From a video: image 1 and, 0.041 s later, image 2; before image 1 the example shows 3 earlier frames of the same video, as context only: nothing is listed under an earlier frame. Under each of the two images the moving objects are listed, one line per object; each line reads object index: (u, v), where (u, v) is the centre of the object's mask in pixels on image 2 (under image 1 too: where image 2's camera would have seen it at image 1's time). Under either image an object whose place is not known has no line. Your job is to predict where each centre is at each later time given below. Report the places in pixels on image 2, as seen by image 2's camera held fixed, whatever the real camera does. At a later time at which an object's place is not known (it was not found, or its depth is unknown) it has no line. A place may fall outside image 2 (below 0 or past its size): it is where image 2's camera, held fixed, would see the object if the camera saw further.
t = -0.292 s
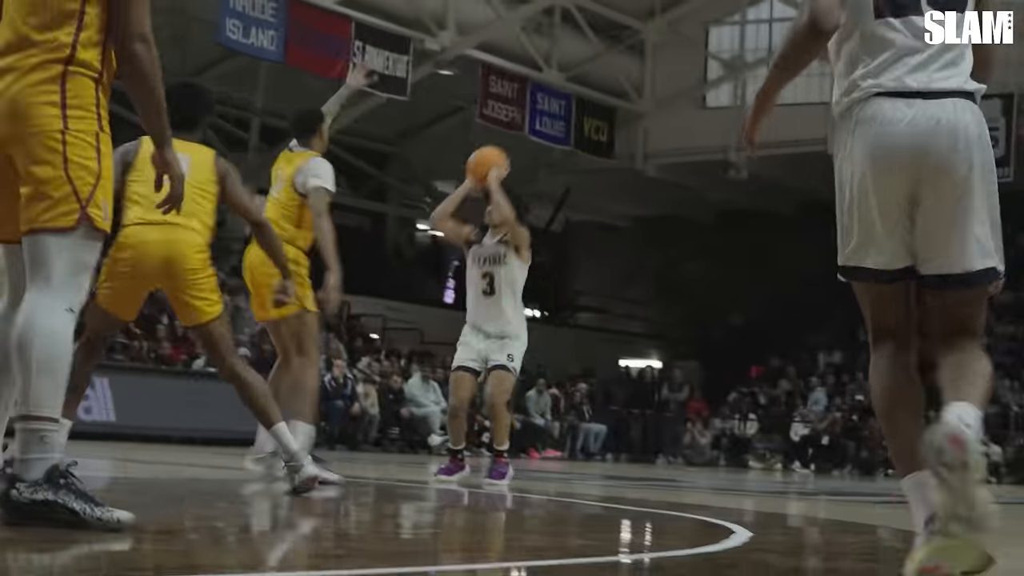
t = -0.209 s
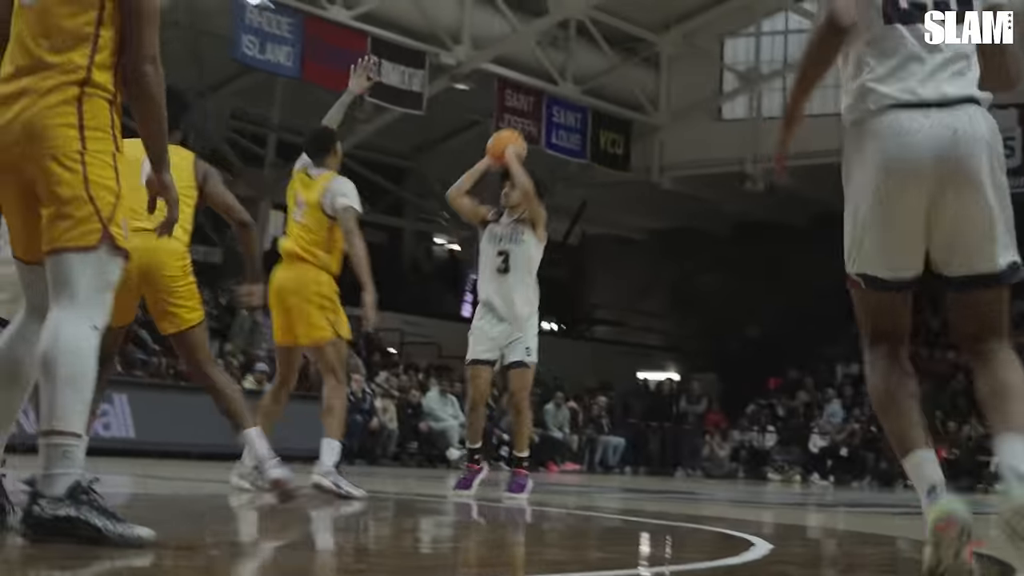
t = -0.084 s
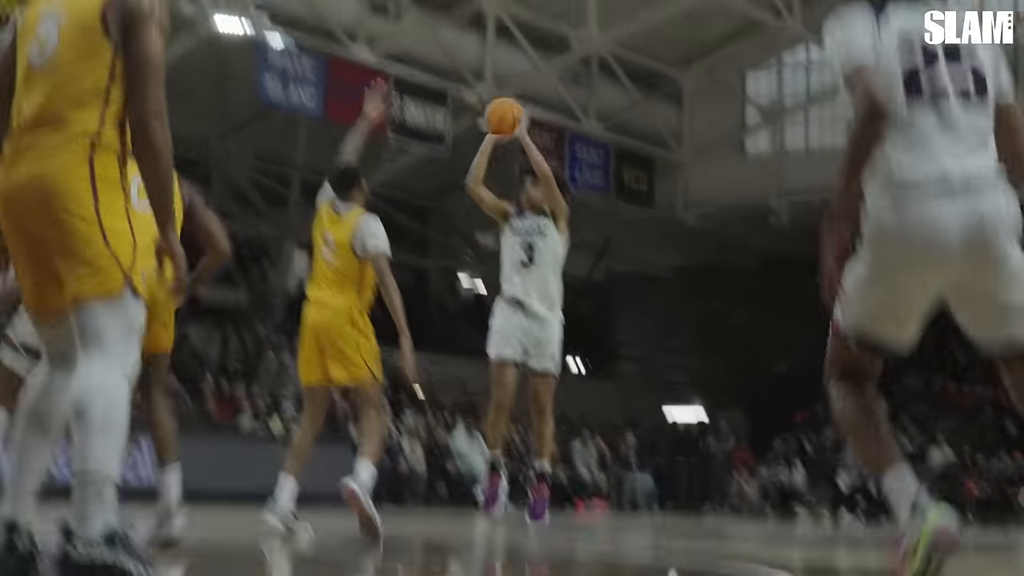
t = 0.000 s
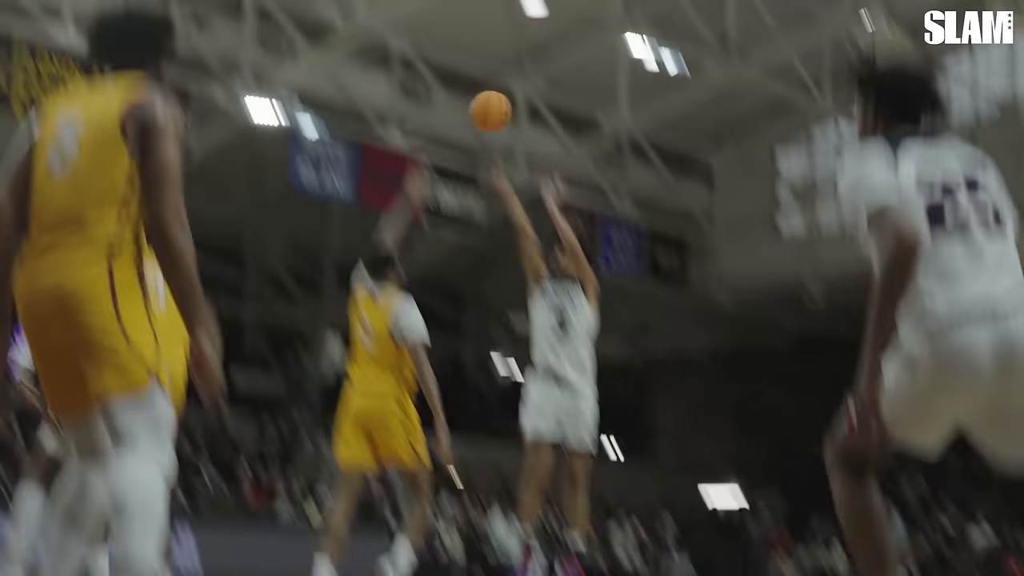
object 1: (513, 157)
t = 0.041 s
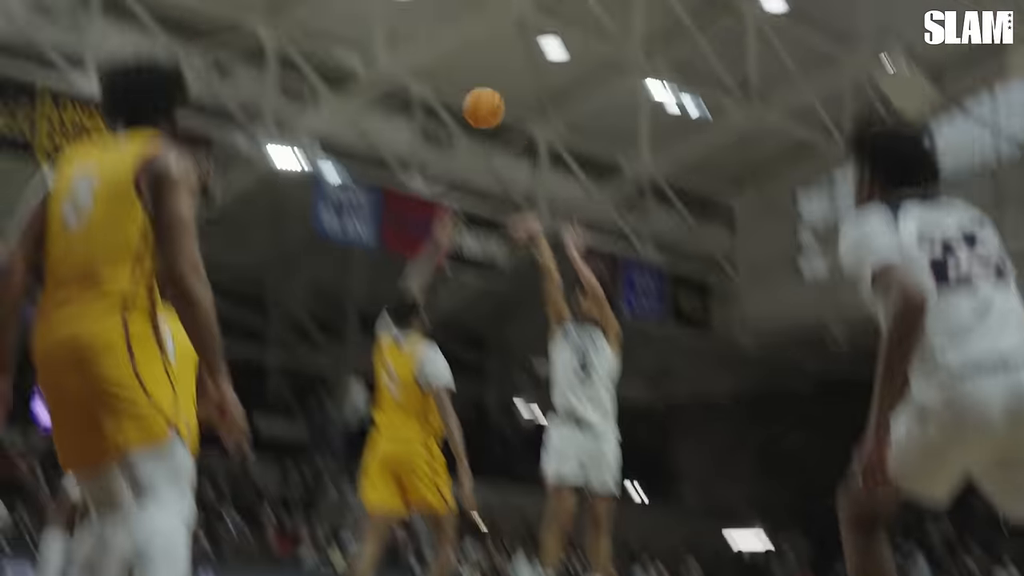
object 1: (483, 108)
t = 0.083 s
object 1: (454, 61)
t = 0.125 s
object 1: (423, 16)
